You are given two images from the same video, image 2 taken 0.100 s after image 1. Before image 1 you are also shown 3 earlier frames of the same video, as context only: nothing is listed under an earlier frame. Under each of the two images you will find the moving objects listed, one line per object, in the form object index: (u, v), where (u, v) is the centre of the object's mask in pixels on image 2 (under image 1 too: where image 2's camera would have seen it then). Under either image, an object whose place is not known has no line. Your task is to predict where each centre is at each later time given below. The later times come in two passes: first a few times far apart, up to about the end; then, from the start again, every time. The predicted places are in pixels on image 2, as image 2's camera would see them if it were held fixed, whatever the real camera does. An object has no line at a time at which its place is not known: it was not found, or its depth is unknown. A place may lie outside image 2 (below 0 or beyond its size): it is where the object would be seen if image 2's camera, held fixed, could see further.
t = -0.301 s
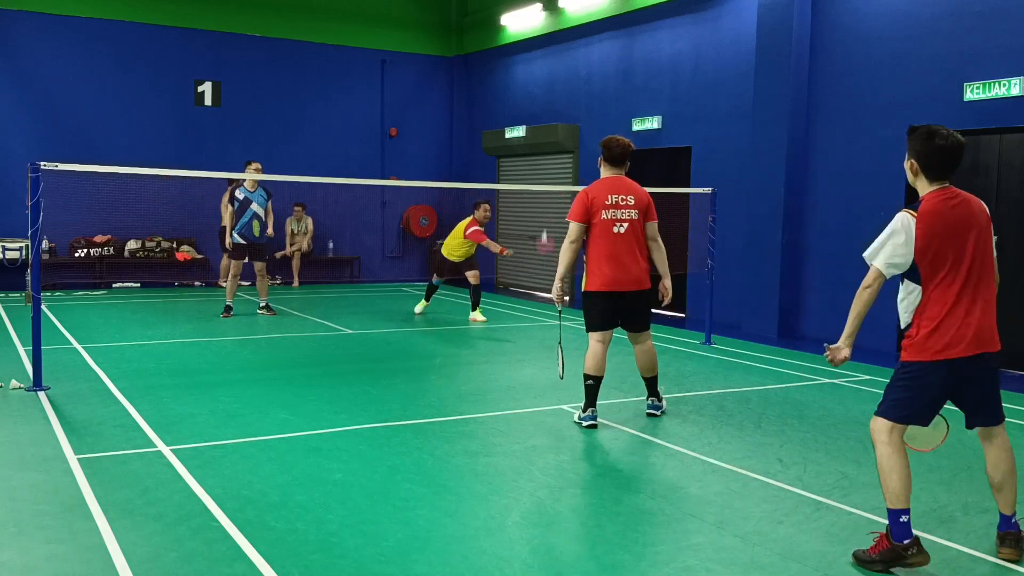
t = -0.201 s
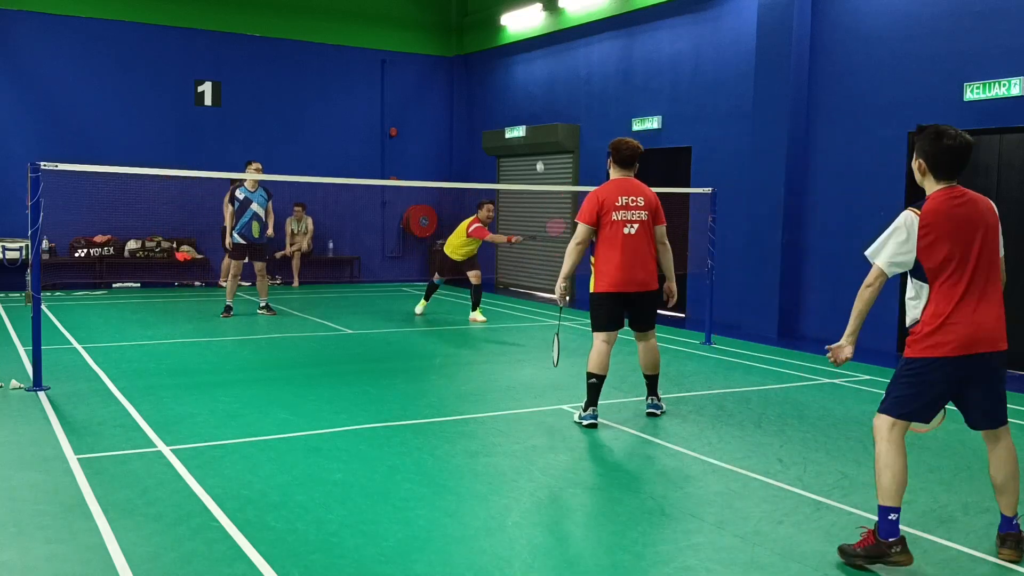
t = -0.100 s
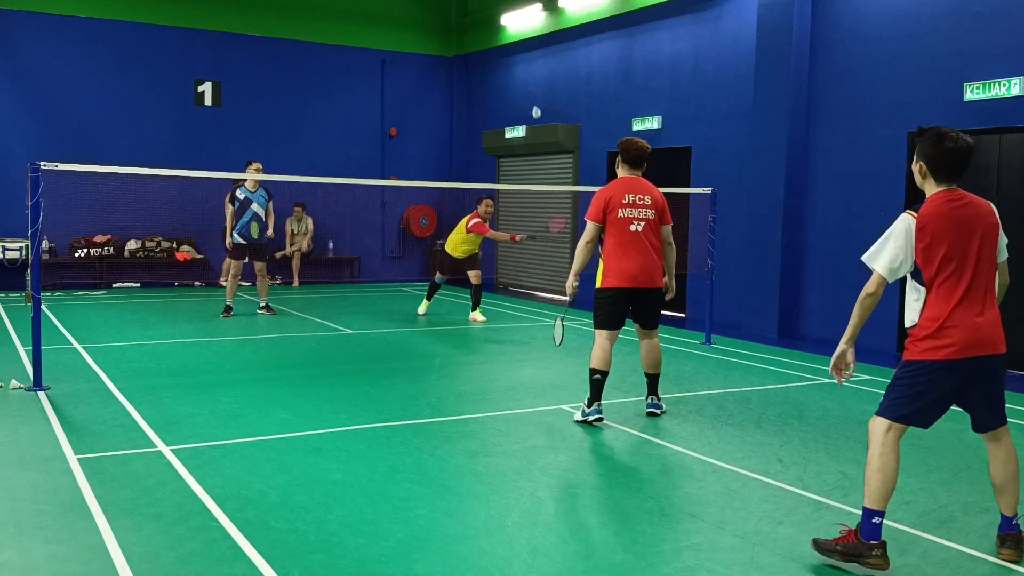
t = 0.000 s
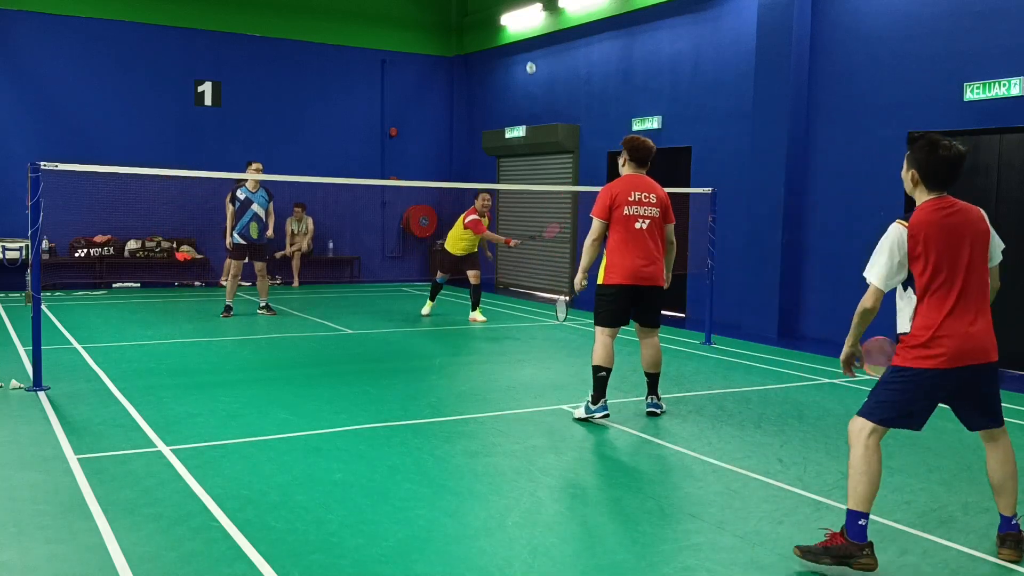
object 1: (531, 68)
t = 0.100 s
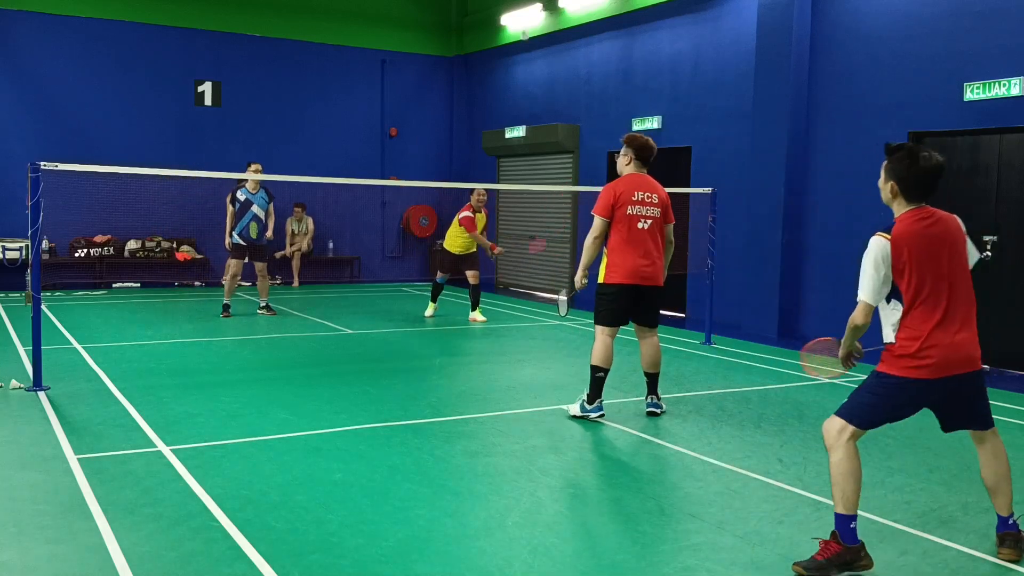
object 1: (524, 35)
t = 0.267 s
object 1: (510, 7)
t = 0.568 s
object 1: (469, 92)
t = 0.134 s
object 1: (522, 26)
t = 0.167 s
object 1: (519, 21)
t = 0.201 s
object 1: (515, 10)
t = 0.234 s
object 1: (513, 8)
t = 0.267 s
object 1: (510, 7)
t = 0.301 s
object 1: (506, 7)
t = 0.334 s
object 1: (502, 9)
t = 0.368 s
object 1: (498, 13)
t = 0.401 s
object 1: (495, 20)
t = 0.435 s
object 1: (491, 29)
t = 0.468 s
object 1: (486, 41)
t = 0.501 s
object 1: (480, 55)
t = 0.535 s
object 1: (475, 72)
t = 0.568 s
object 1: (469, 92)
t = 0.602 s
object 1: (464, 115)
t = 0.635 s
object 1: (458, 141)
